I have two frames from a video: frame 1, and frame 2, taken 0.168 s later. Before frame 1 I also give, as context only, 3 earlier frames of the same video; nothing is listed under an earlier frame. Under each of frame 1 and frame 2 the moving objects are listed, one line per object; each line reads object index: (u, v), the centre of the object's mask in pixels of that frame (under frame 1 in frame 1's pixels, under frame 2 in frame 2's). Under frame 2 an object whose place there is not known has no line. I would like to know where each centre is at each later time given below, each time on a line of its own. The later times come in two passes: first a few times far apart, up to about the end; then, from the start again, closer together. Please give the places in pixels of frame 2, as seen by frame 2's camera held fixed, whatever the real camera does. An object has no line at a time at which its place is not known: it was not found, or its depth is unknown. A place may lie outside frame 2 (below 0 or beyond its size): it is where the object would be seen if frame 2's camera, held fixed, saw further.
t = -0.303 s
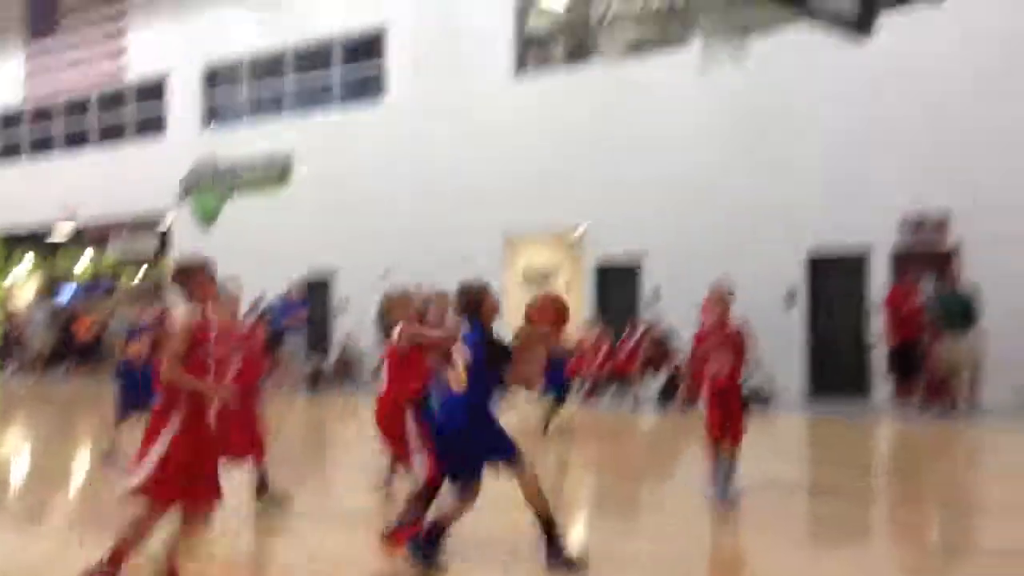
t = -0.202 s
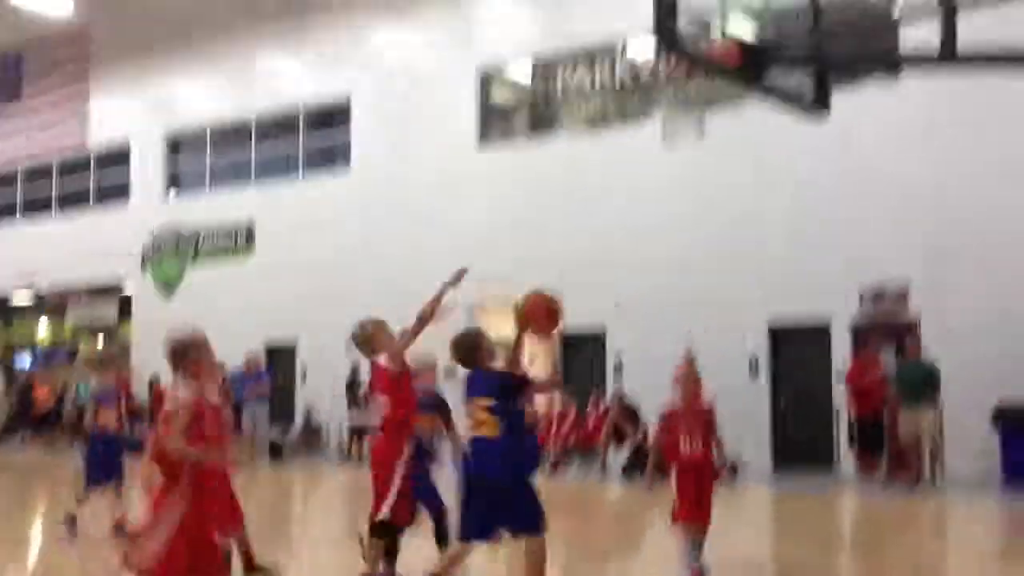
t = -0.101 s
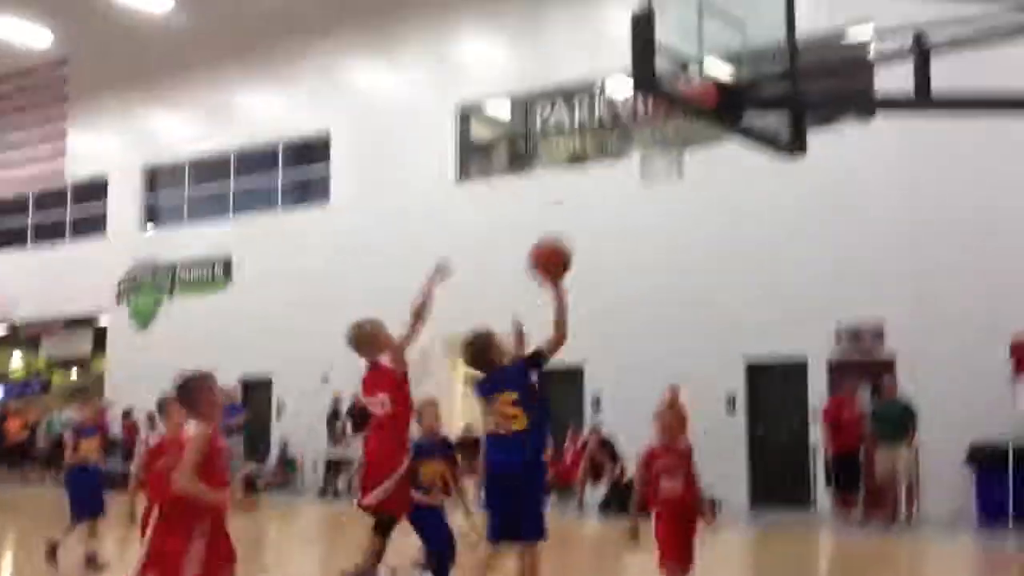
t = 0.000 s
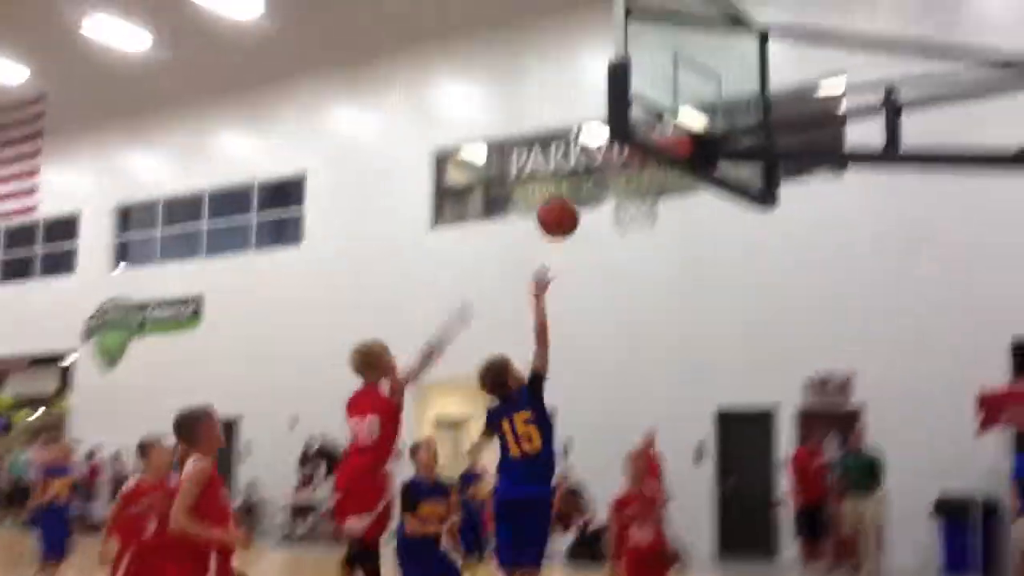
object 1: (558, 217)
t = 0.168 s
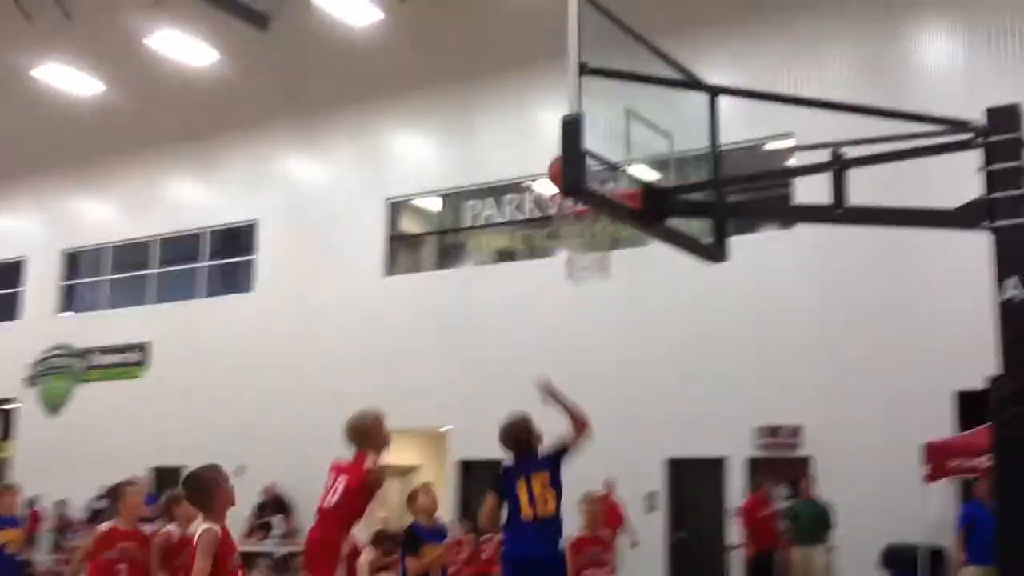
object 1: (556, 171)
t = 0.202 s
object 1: (594, 146)
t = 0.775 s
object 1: (582, 230)
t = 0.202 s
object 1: (594, 146)
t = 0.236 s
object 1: (601, 140)
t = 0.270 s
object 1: (601, 141)
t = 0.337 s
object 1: (612, 132)
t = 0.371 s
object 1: (610, 130)
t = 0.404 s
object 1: (607, 130)
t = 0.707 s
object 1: (585, 212)
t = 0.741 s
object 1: (582, 220)
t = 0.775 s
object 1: (582, 230)
